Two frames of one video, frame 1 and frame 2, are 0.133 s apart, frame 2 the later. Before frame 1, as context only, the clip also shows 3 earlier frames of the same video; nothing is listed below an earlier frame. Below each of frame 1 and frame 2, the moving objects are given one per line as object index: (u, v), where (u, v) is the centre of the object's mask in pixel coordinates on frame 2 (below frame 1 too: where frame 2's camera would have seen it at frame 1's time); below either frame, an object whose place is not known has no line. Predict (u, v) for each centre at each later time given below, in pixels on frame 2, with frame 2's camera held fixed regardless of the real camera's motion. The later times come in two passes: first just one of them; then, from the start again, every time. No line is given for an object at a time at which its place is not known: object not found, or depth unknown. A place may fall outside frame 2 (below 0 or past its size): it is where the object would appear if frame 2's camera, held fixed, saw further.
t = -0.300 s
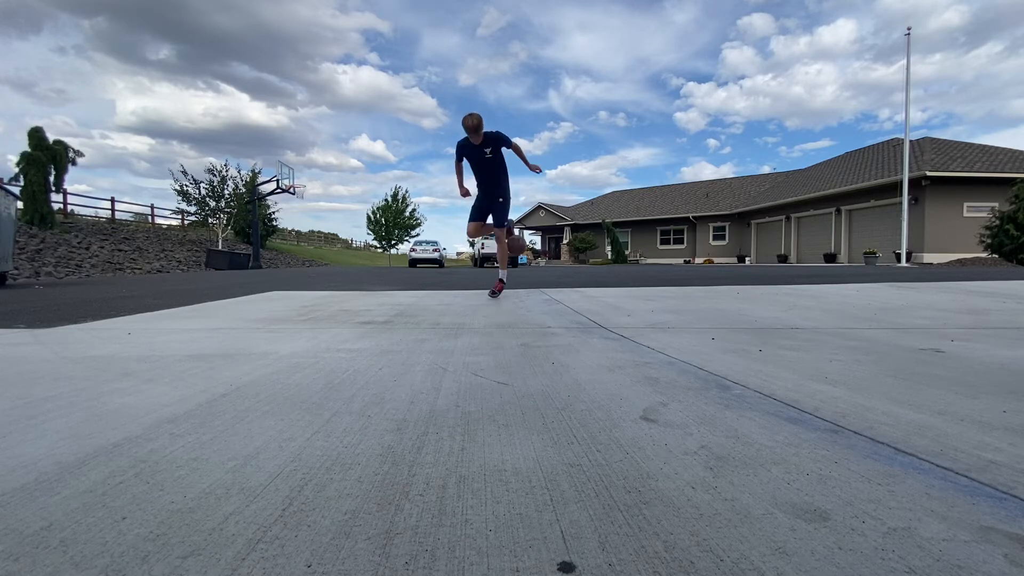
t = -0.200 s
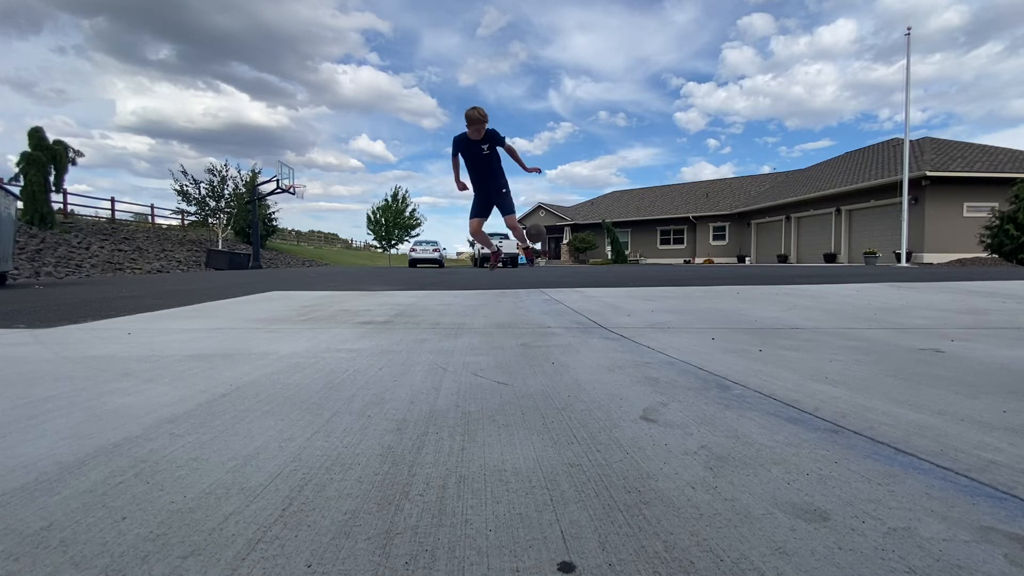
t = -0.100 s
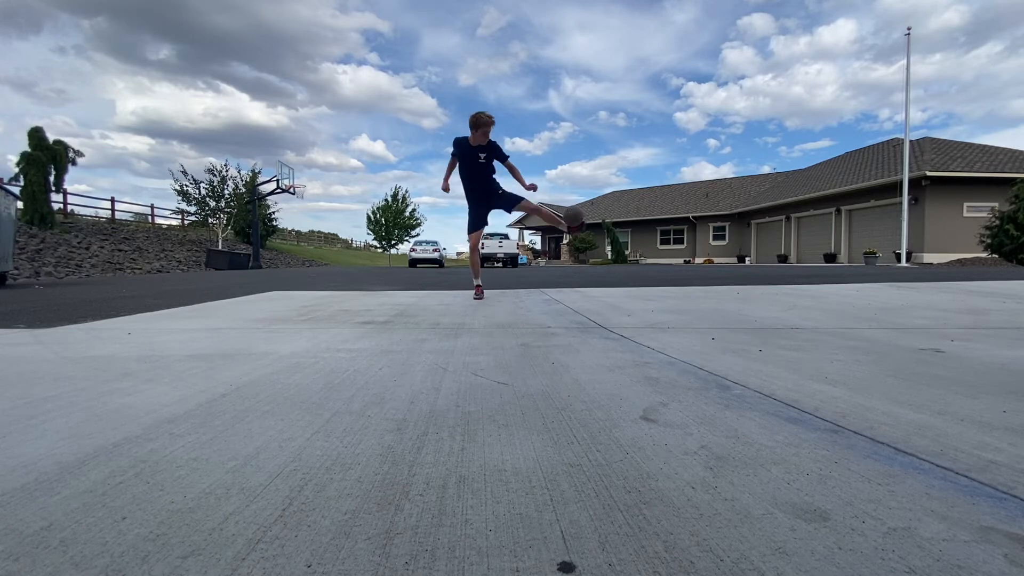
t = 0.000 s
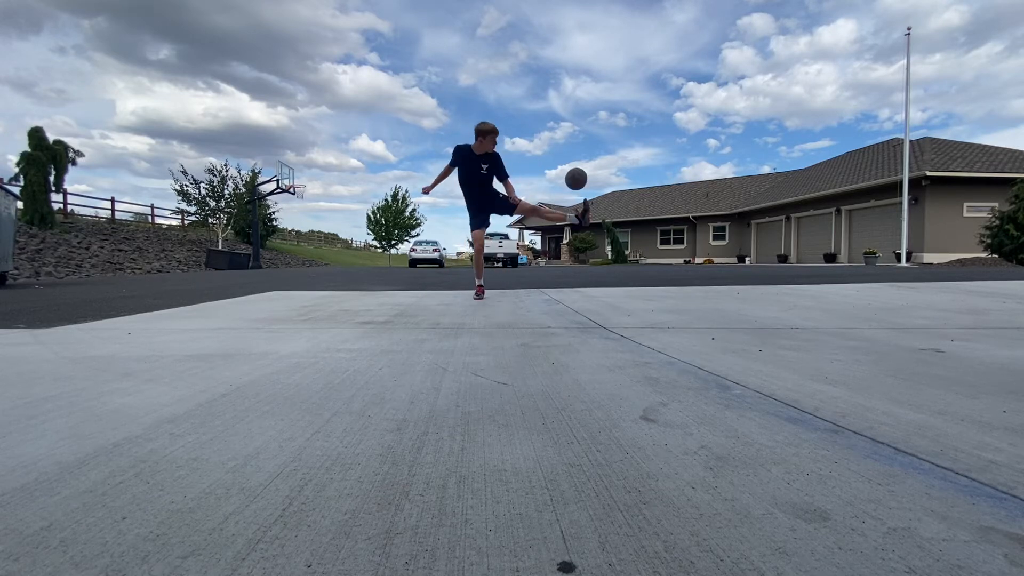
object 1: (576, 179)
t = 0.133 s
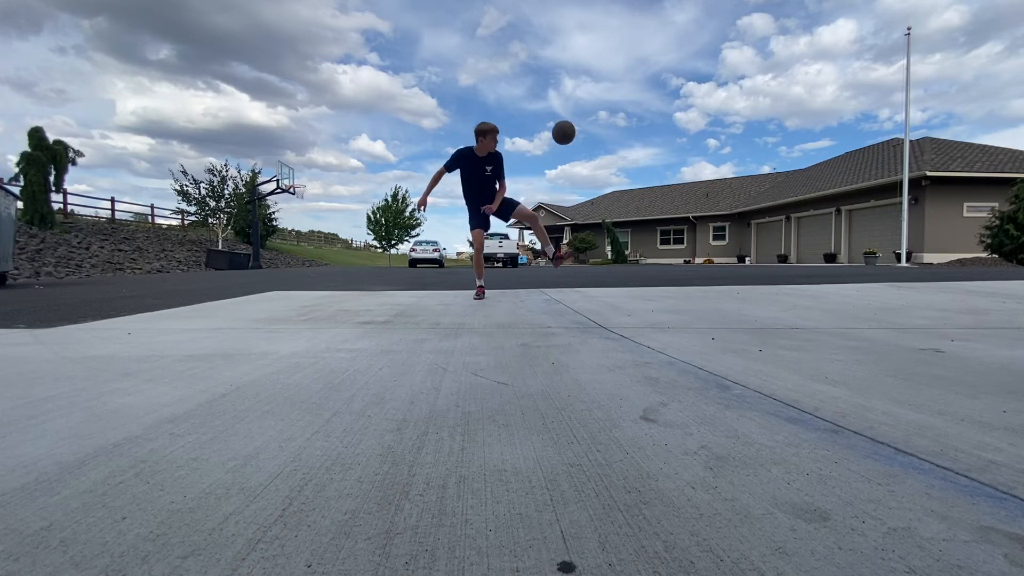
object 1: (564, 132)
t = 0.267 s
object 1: (549, 101)
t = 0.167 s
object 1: (560, 123)
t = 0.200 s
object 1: (557, 115)
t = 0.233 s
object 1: (553, 107)
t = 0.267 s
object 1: (549, 101)
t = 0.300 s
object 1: (546, 96)
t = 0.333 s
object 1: (541, 92)
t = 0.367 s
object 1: (538, 89)
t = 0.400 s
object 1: (534, 88)
